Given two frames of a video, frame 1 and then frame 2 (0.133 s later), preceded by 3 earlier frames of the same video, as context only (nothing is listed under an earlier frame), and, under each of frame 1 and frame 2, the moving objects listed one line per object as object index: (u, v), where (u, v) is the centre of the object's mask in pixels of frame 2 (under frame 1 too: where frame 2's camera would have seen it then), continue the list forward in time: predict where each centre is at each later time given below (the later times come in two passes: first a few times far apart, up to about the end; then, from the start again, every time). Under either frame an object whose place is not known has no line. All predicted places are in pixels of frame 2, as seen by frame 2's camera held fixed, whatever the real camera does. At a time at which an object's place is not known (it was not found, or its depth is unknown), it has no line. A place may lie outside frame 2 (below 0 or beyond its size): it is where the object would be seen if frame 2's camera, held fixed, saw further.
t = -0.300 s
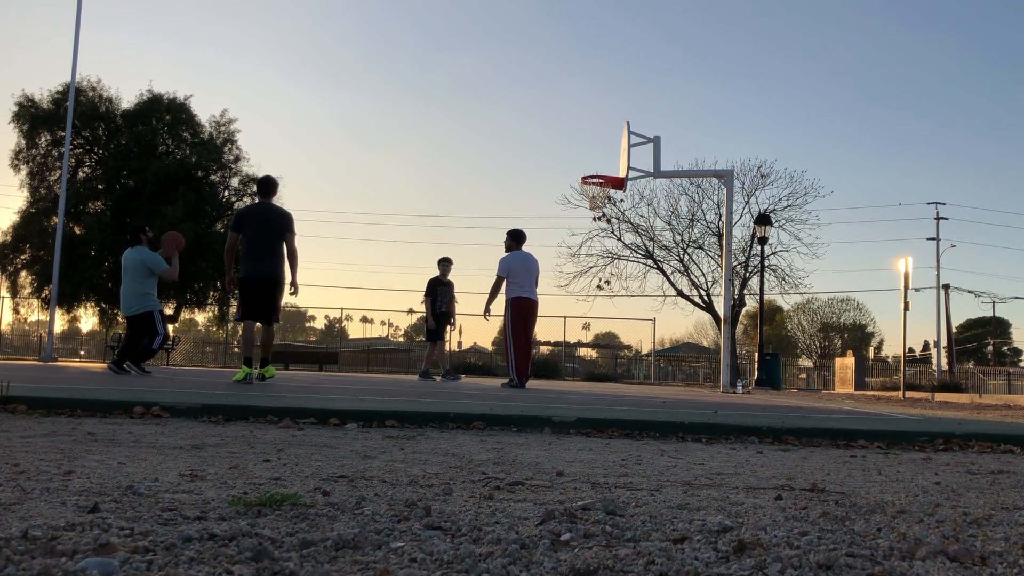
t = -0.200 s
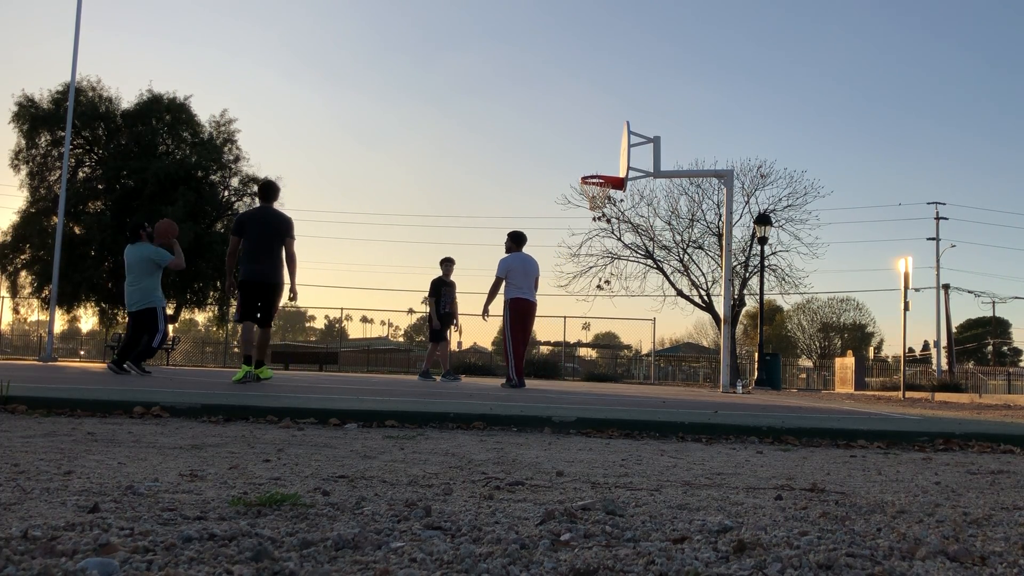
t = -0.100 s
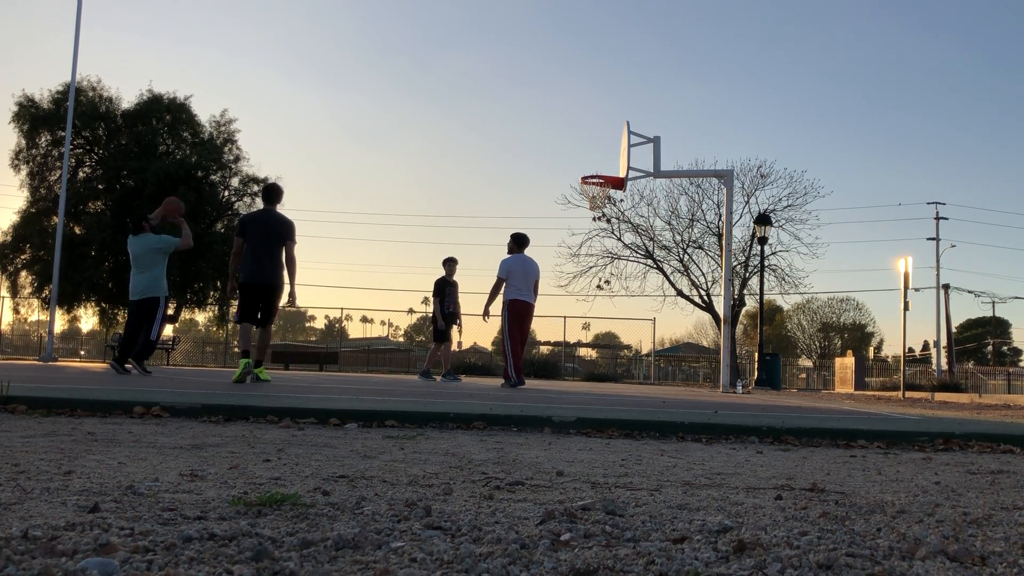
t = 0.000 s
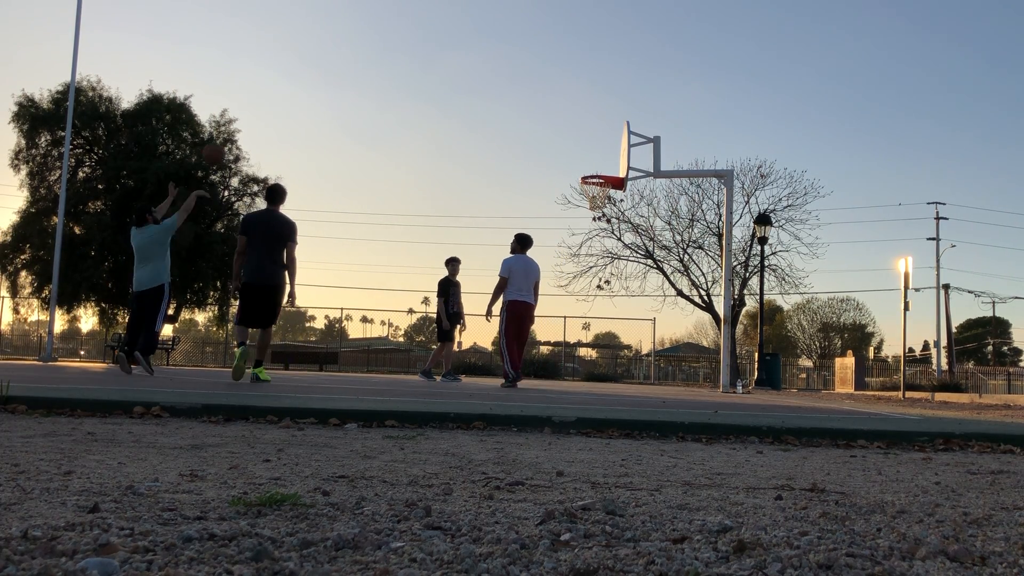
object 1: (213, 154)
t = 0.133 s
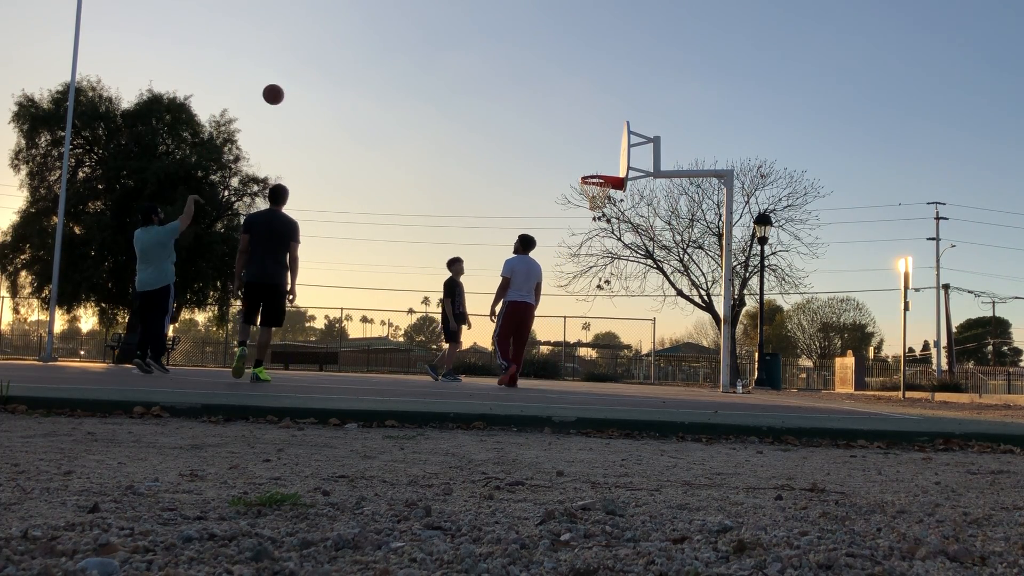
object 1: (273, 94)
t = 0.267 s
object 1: (327, 54)
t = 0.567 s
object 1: (429, 21)
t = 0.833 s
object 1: (504, 47)
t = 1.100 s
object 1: (569, 118)
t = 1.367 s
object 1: (595, 144)
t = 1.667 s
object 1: (567, 84)
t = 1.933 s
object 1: (535, 81)
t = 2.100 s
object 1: (512, 109)
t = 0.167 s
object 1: (287, 82)
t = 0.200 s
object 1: (301, 72)
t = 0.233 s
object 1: (314, 62)
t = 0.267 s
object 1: (327, 54)
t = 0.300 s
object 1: (339, 46)
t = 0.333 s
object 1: (351, 40)
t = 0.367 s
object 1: (363, 35)
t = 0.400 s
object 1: (375, 30)
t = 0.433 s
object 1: (386, 26)
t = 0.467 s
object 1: (397, 24)
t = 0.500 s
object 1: (408, 22)
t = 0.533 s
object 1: (419, 21)
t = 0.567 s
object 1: (429, 21)
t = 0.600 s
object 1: (439, 21)
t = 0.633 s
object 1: (449, 23)
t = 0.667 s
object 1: (459, 25)
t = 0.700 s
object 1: (468, 28)
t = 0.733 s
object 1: (477, 32)
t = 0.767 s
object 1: (486, 36)
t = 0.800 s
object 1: (495, 41)
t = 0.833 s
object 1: (504, 47)
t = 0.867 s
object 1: (513, 54)
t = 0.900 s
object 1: (521, 61)
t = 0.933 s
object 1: (529, 69)
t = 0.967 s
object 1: (538, 78)
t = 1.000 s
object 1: (545, 87)
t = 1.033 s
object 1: (553, 96)
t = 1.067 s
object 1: (561, 107)
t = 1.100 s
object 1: (569, 118)
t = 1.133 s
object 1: (576, 129)
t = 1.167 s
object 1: (583, 141)
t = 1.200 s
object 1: (591, 153)
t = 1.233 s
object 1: (598, 166)
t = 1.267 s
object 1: (602, 175)
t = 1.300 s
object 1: (600, 165)
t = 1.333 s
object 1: (598, 154)
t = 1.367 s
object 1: (595, 144)
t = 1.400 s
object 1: (592, 135)
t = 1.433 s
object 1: (589, 126)
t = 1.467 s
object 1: (586, 118)
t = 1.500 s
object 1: (583, 111)
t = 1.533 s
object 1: (580, 104)
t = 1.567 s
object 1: (577, 98)
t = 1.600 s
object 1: (573, 93)
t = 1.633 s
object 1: (570, 88)
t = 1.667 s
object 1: (567, 84)
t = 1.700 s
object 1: (563, 81)
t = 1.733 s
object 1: (559, 79)
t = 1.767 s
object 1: (556, 77)
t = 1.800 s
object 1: (552, 76)
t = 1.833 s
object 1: (548, 76)
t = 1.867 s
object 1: (544, 77)
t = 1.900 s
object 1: (540, 79)
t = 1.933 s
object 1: (535, 81)
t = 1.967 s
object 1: (531, 85)
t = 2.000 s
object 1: (527, 90)
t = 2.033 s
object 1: (522, 95)
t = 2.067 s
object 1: (517, 102)
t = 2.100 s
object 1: (512, 109)
